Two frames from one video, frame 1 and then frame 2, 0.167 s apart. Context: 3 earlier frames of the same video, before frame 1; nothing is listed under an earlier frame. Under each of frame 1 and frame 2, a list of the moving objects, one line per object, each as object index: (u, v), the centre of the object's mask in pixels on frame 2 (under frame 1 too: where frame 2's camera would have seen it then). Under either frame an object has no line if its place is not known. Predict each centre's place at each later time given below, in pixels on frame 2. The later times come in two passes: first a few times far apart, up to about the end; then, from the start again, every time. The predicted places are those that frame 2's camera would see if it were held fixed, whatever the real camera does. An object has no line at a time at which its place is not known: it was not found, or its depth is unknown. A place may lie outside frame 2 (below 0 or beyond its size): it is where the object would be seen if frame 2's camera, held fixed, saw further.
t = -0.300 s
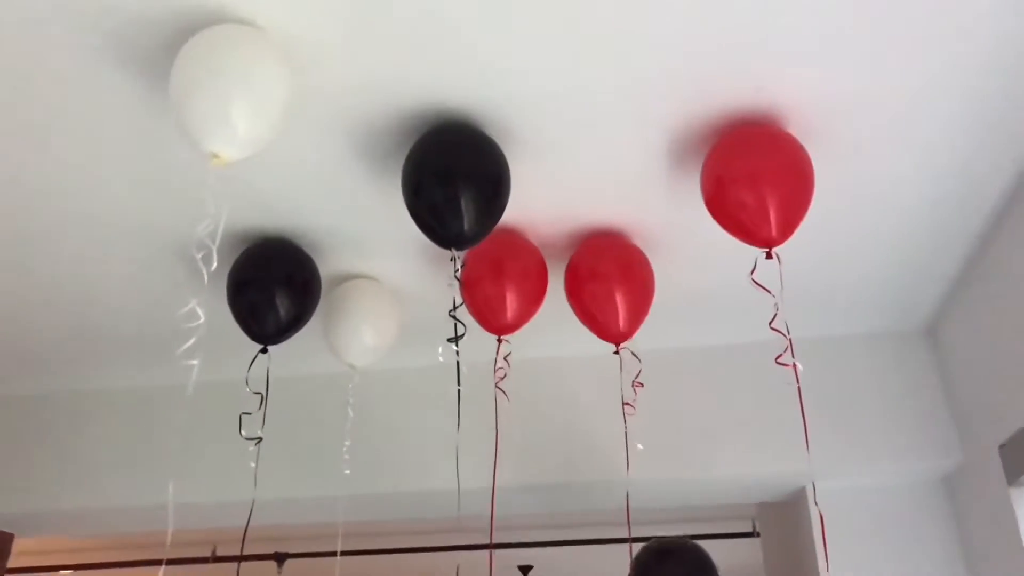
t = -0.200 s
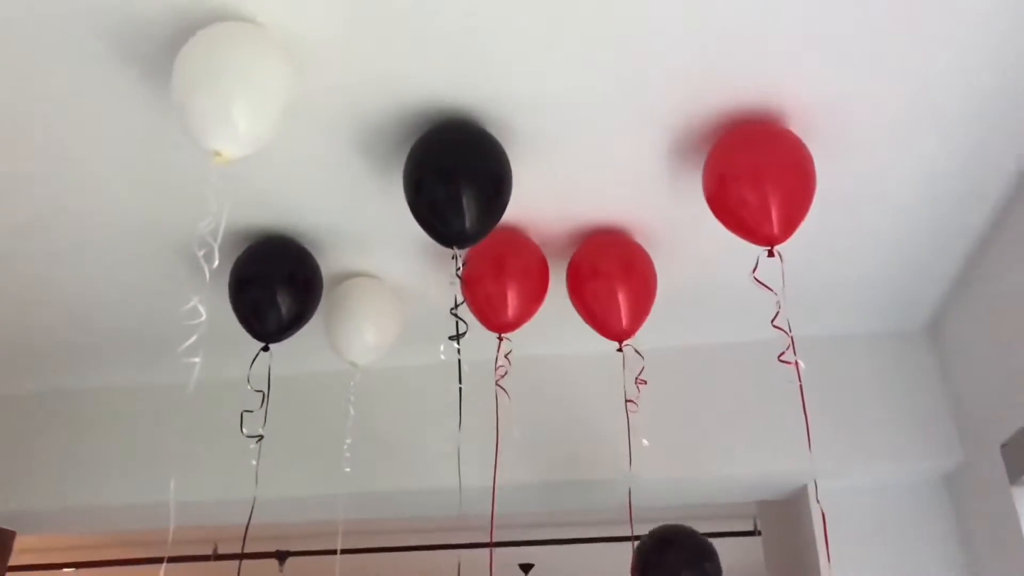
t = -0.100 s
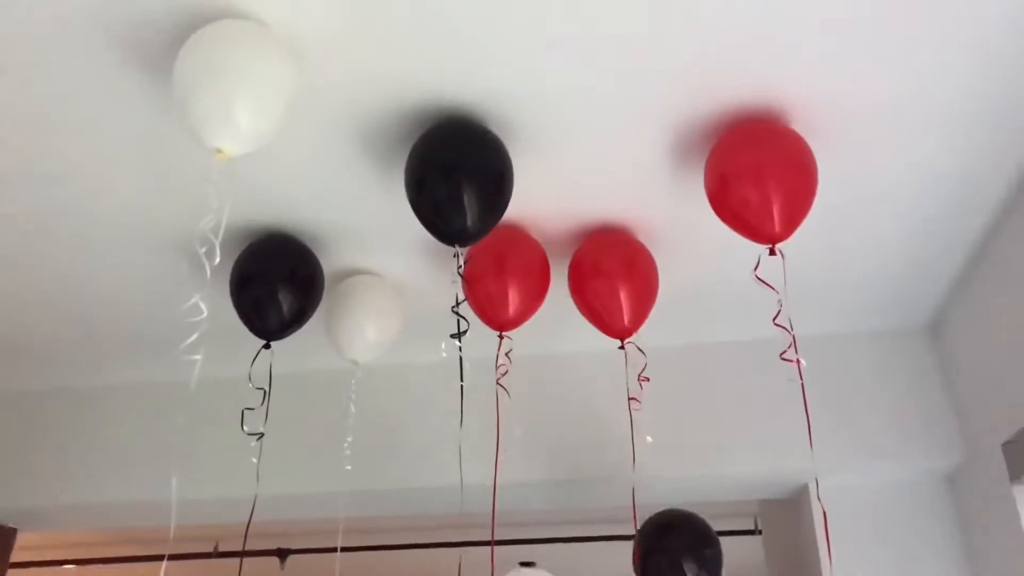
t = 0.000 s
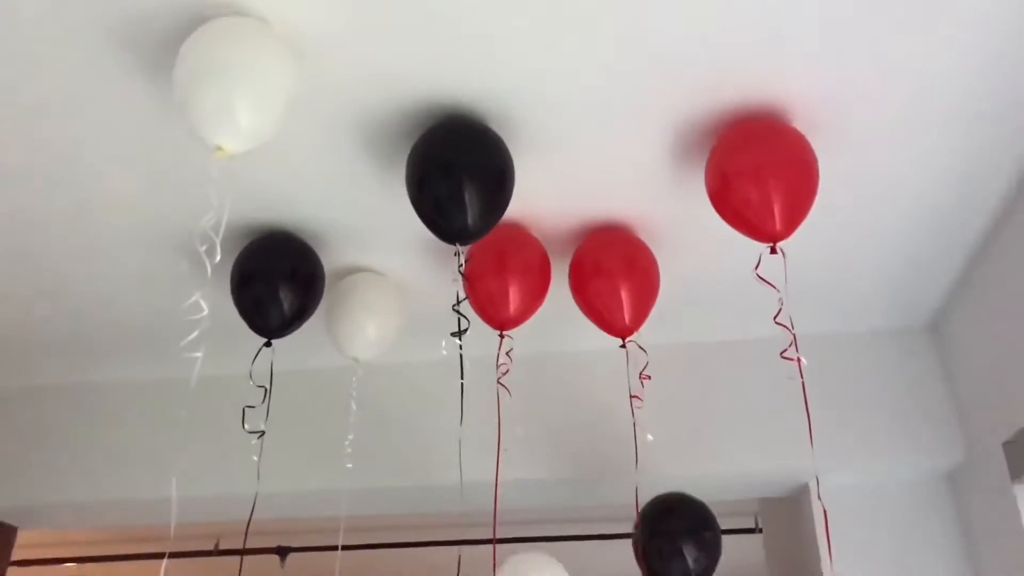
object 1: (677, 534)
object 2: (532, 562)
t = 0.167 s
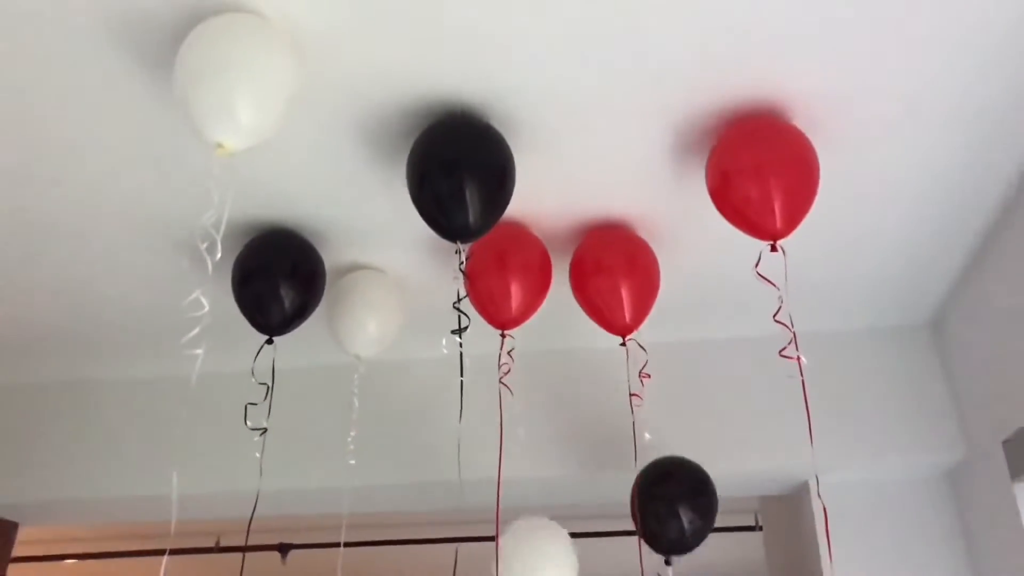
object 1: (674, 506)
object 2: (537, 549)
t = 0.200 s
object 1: (672, 498)
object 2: (538, 546)
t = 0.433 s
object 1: (665, 430)
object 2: (541, 497)
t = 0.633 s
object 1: (660, 365)
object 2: (549, 441)
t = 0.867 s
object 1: (660, 362)
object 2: (548, 362)
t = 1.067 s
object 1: (656, 379)
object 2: (551, 355)
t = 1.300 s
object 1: (649, 374)
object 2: (555, 375)
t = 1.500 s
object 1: (647, 353)
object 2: (563, 374)
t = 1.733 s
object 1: (642, 365)
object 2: (570, 352)
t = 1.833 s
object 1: (639, 367)
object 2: (568, 339)
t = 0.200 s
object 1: (672, 498)
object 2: (538, 546)
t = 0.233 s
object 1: (671, 489)
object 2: (538, 542)
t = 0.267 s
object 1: (670, 480)
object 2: (538, 538)
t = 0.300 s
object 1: (669, 471)
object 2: (540, 535)
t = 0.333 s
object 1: (668, 461)
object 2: (539, 527)
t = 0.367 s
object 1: (667, 451)
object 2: (541, 519)
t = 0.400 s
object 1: (666, 440)
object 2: (543, 511)
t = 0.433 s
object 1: (665, 430)
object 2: (541, 497)
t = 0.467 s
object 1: (664, 419)
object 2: (544, 489)
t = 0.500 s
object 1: (662, 407)
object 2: (545, 482)
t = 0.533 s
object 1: (662, 396)
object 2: (546, 470)
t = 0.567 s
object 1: (661, 388)
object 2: (547, 462)
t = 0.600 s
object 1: (660, 376)
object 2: (547, 450)
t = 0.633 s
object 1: (660, 365)
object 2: (549, 441)
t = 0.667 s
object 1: (660, 355)
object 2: (550, 428)
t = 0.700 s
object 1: (662, 345)
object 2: (550, 416)
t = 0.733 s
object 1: (664, 335)
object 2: (550, 404)
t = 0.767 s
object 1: (663, 343)
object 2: (549, 393)
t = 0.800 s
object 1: (662, 350)
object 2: (548, 381)
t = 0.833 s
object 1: (661, 356)
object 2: (548, 371)
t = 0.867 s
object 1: (660, 362)
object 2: (548, 362)
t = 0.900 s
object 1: (660, 367)
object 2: (549, 353)
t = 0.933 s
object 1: (659, 371)
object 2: (551, 344)
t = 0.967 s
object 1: (658, 374)
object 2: (551, 340)
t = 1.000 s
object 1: (658, 376)
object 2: (552, 344)
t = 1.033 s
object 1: (657, 378)
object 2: (552, 348)
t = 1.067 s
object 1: (656, 379)
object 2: (551, 355)
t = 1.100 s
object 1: (655, 380)
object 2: (552, 359)
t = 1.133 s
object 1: (654, 381)
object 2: (552, 363)
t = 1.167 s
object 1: (653, 380)
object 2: (553, 365)
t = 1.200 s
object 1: (652, 379)
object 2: (553, 369)
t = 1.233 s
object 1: (651, 378)
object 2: (554, 371)
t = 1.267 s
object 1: (650, 376)
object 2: (555, 373)
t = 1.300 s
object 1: (649, 374)
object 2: (555, 375)
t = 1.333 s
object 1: (649, 370)
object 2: (557, 376)
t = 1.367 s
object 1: (648, 368)
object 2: (559, 377)
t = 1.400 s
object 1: (647, 364)
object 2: (560, 377)
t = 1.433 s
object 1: (647, 361)
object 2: (560, 377)
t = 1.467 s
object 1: (647, 357)
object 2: (562, 376)
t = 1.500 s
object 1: (647, 353)
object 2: (563, 374)
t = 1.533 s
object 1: (647, 349)
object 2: (564, 373)
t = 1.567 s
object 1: (646, 352)
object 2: (564, 371)
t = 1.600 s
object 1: (645, 356)
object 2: (565, 368)
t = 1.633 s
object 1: (644, 359)
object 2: (566, 364)
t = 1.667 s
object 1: (643, 361)
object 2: (567, 360)
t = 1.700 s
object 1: (642, 363)
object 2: (571, 356)
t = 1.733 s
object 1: (642, 365)
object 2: (570, 352)
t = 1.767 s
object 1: (641, 366)
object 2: (570, 348)
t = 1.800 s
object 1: (640, 367)
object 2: (569, 343)
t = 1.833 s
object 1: (639, 367)
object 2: (568, 339)
